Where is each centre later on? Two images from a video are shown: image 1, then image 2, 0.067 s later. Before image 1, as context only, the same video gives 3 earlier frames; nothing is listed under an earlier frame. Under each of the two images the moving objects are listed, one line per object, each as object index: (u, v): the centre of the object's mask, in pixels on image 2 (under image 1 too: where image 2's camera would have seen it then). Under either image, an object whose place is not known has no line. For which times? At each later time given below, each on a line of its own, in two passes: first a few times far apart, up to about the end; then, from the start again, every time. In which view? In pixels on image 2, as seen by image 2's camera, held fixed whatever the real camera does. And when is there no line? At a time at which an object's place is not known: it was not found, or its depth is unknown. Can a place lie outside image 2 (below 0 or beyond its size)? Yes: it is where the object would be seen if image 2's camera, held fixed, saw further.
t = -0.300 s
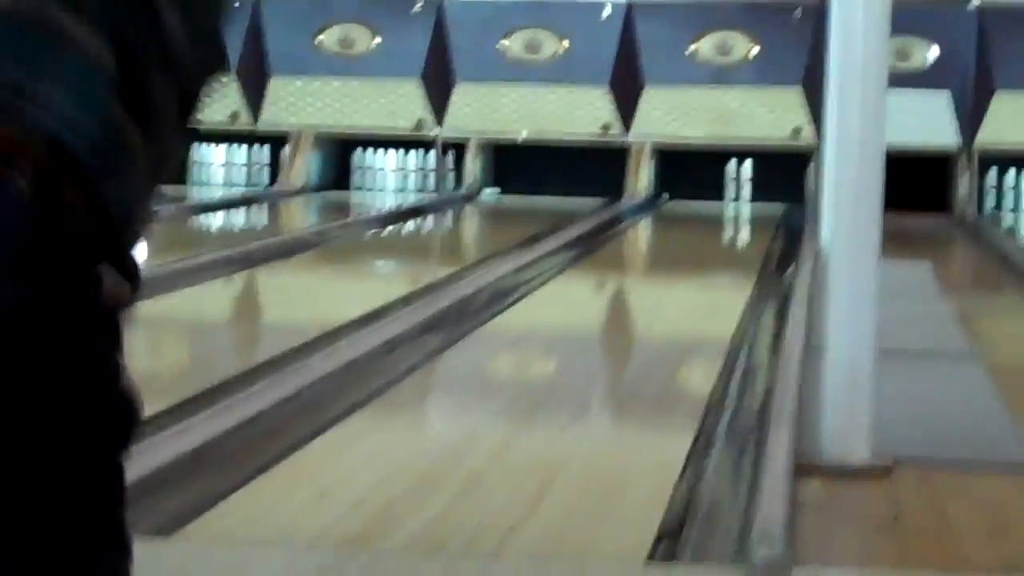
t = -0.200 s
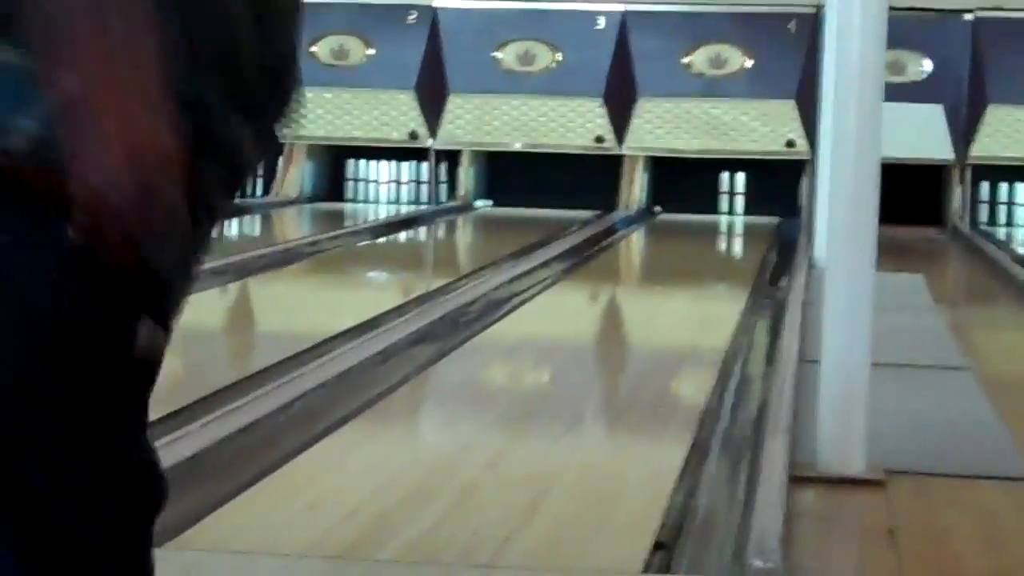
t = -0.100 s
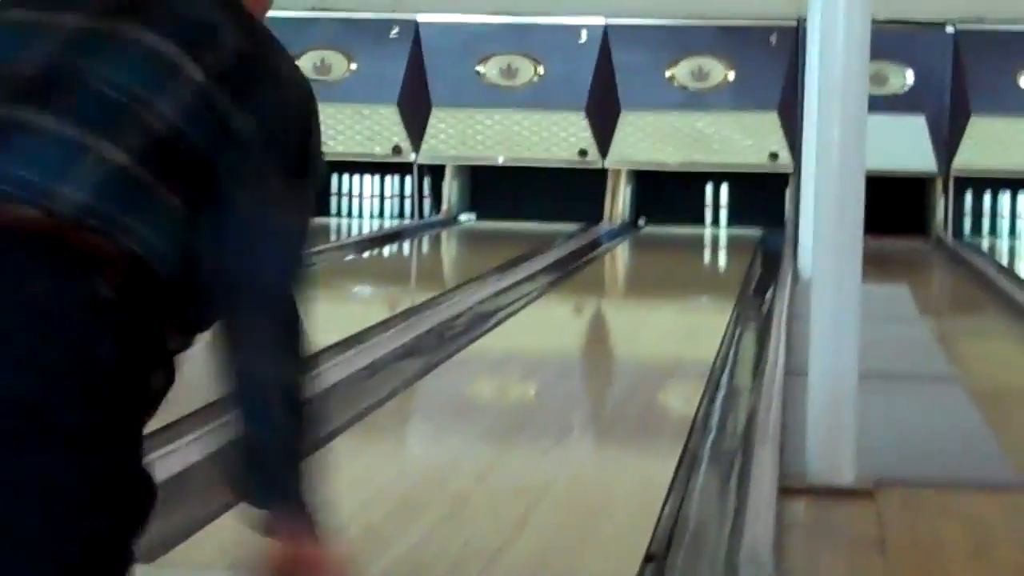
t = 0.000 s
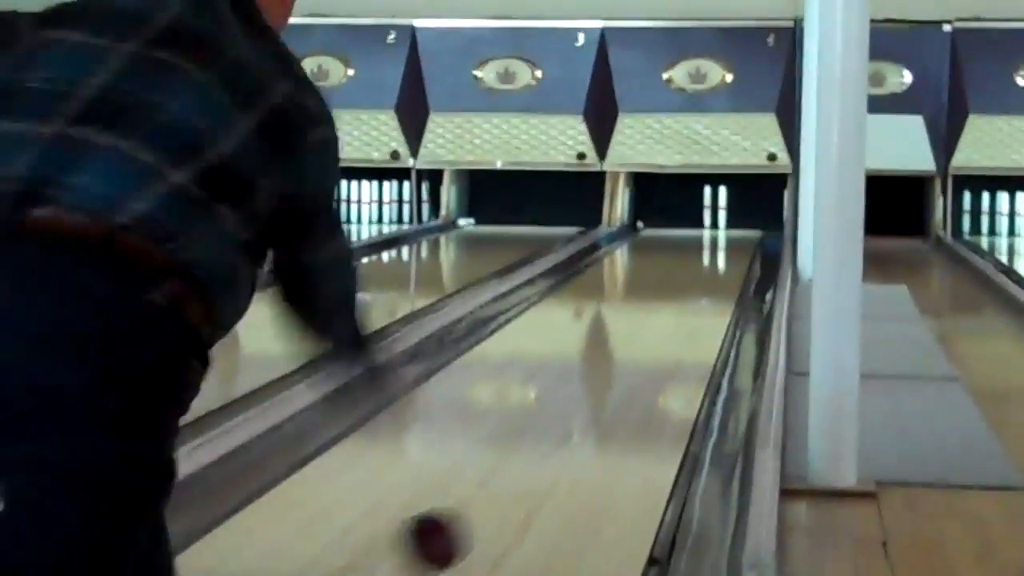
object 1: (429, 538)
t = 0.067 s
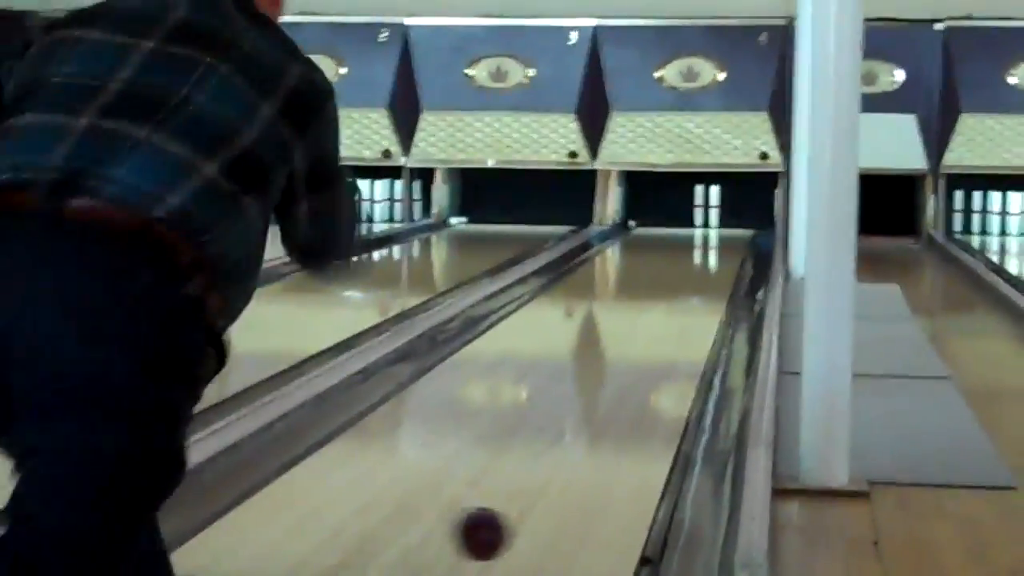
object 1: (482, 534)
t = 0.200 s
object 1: (556, 461)
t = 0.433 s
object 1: (628, 374)
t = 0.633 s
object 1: (662, 326)
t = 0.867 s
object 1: (688, 290)
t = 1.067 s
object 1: (704, 267)
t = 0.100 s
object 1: (504, 538)
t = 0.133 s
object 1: (525, 511)
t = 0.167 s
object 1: (541, 485)
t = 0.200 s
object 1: (556, 461)
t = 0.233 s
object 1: (570, 446)
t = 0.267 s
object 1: (584, 433)
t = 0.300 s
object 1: (594, 420)
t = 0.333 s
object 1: (603, 405)
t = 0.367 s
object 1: (613, 395)
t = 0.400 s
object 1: (620, 384)
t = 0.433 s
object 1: (628, 374)
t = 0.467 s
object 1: (636, 363)
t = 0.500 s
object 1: (641, 355)
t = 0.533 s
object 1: (648, 346)
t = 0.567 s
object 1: (652, 340)
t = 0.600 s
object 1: (658, 332)
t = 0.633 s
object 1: (662, 326)
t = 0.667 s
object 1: (667, 321)
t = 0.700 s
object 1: (671, 312)
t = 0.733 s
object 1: (675, 308)
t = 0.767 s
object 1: (679, 303)
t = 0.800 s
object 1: (683, 296)
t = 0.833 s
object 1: (685, 293)
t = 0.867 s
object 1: (688, 290)
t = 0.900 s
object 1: (692, 284)
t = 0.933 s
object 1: (695, 279)
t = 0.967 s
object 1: (696, 277)
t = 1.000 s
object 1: (700, 273)
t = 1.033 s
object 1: (701, 270)
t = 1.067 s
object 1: (704, 267)
